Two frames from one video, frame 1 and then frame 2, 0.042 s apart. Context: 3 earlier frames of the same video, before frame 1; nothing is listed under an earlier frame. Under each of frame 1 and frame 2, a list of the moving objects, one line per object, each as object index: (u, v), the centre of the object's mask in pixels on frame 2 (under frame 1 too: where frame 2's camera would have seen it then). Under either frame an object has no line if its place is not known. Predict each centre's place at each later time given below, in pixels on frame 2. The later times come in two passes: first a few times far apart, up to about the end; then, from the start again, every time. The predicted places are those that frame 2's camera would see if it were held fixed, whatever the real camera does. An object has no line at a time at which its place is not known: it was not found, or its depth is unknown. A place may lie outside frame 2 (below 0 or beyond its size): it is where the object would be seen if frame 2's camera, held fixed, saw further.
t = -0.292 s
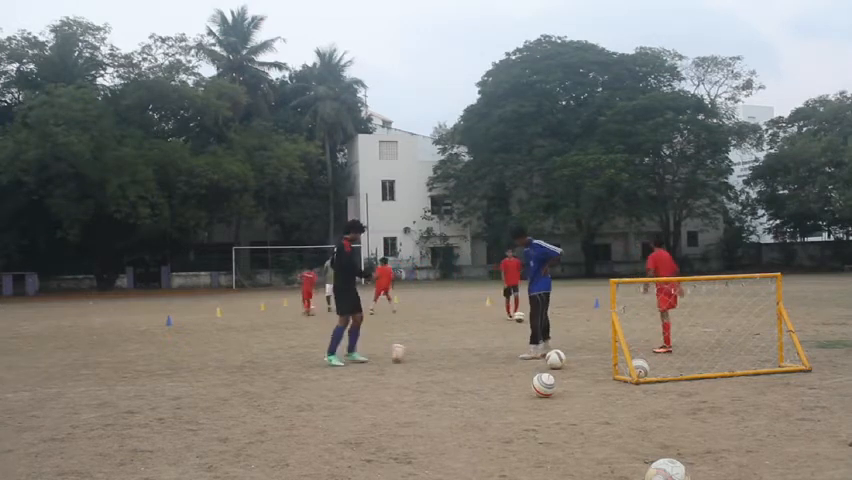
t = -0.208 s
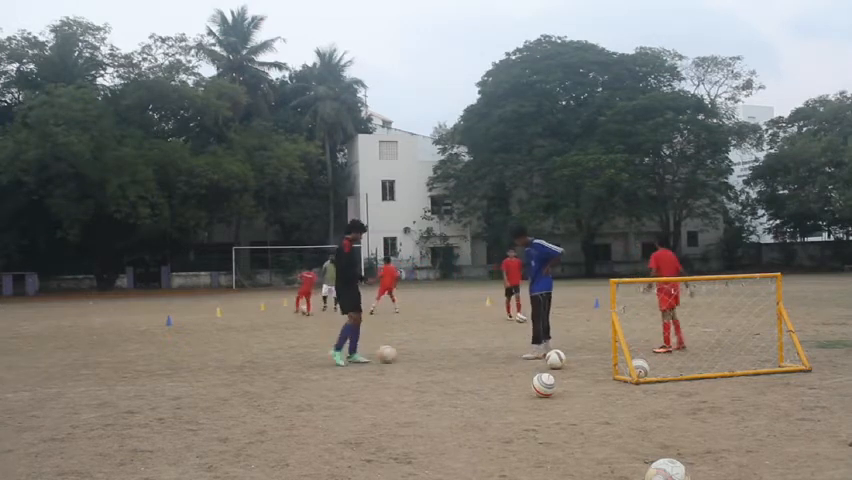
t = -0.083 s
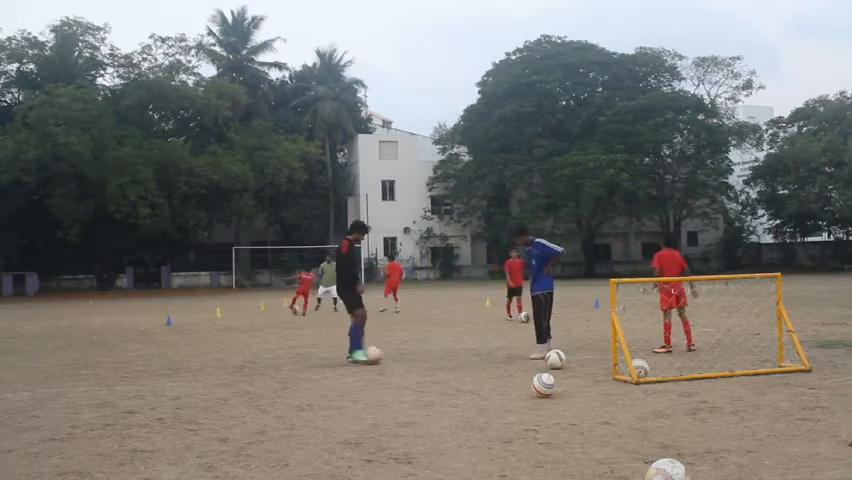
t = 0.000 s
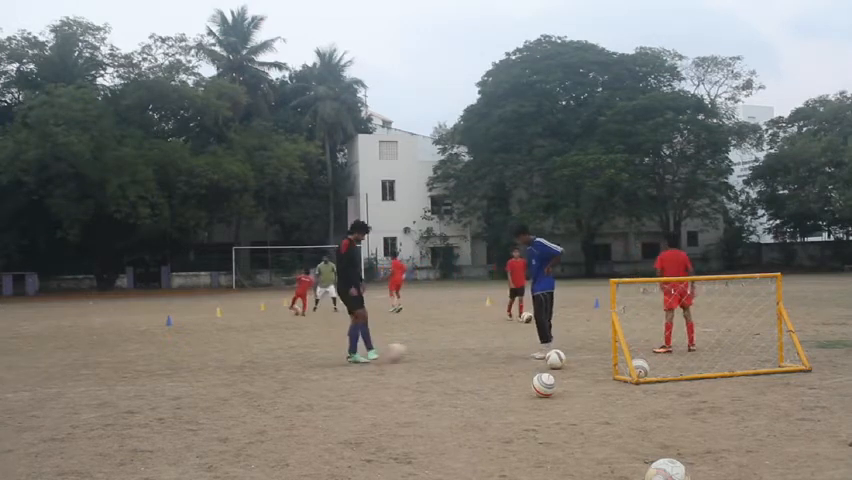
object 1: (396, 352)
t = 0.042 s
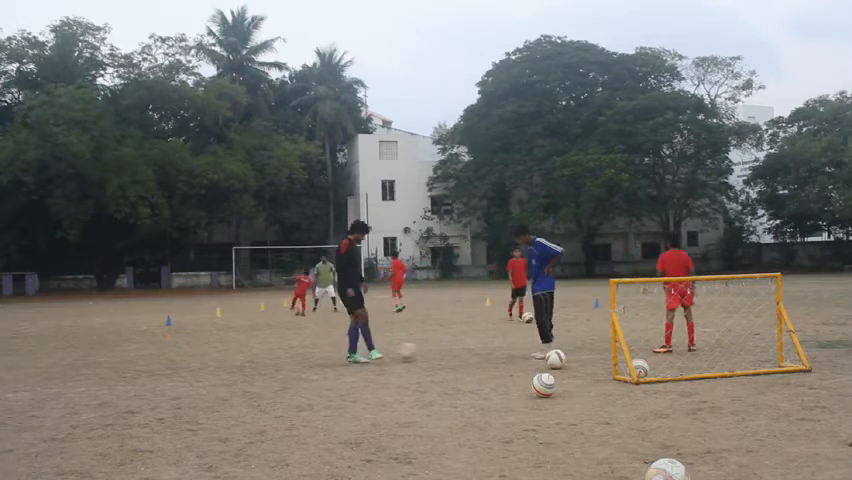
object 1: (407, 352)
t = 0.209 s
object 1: (446, 351)
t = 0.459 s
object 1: (488, 349)
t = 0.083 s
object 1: (416, 352)
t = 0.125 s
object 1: (427, 352)
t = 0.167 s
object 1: (437, 351)
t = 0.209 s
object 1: (446, 351)
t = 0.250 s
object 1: (453, 351)
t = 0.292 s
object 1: (458, 351)
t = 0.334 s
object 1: (467, 349)
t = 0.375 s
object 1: (473, 349)
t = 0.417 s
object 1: (481, 349)
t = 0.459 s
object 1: (488, 349)
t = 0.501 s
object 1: (495, 348)
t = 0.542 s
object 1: (500, 348)
